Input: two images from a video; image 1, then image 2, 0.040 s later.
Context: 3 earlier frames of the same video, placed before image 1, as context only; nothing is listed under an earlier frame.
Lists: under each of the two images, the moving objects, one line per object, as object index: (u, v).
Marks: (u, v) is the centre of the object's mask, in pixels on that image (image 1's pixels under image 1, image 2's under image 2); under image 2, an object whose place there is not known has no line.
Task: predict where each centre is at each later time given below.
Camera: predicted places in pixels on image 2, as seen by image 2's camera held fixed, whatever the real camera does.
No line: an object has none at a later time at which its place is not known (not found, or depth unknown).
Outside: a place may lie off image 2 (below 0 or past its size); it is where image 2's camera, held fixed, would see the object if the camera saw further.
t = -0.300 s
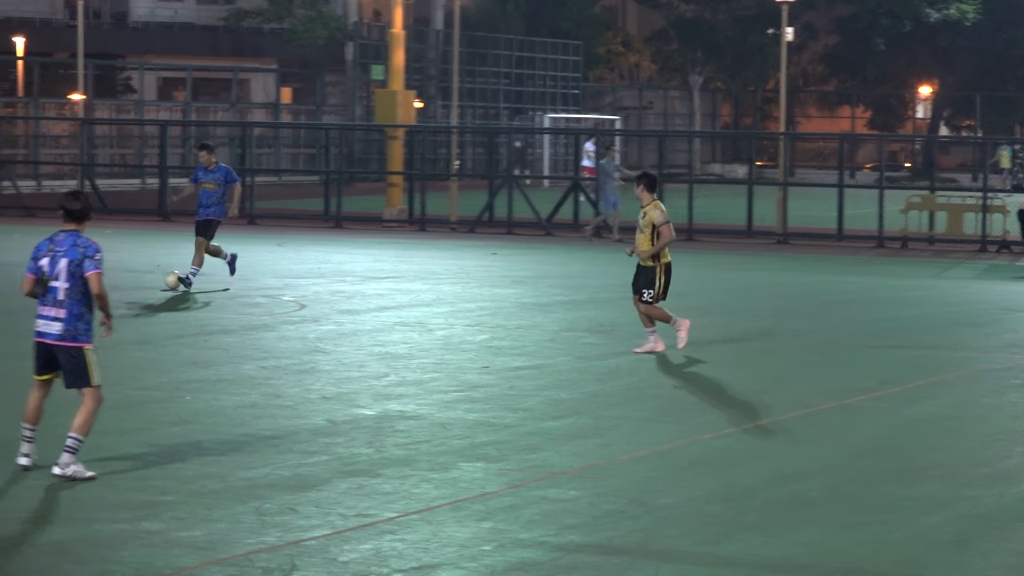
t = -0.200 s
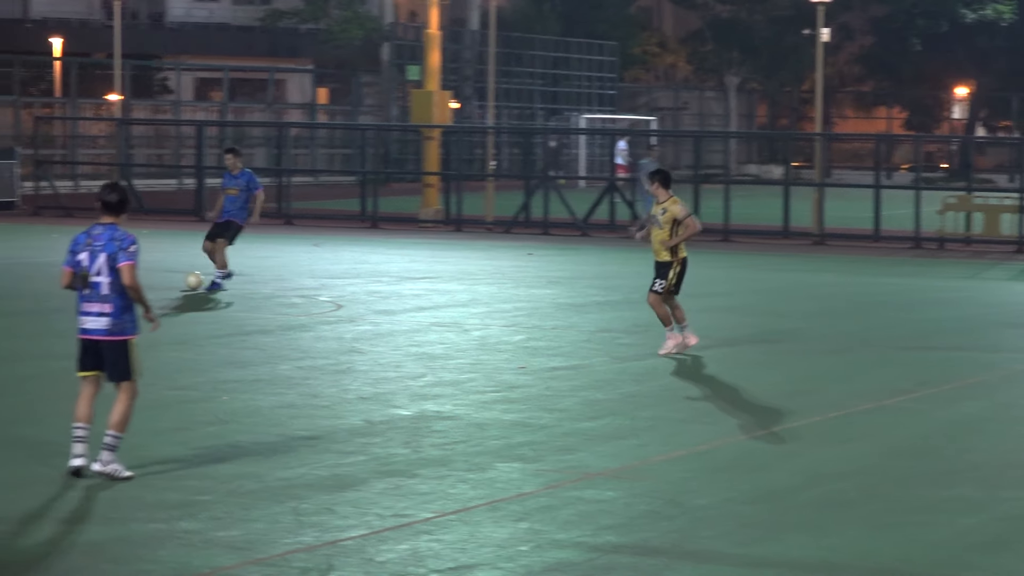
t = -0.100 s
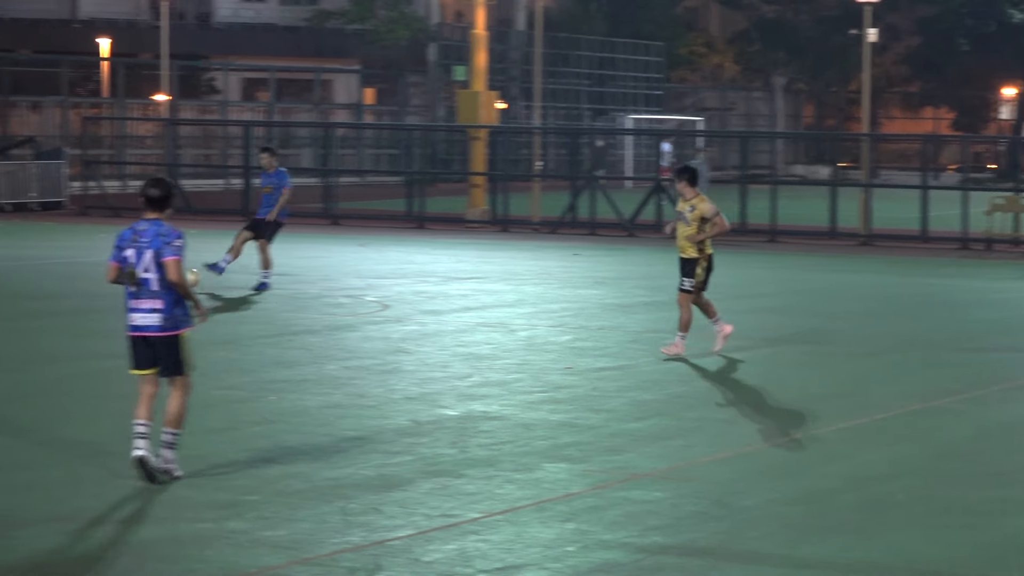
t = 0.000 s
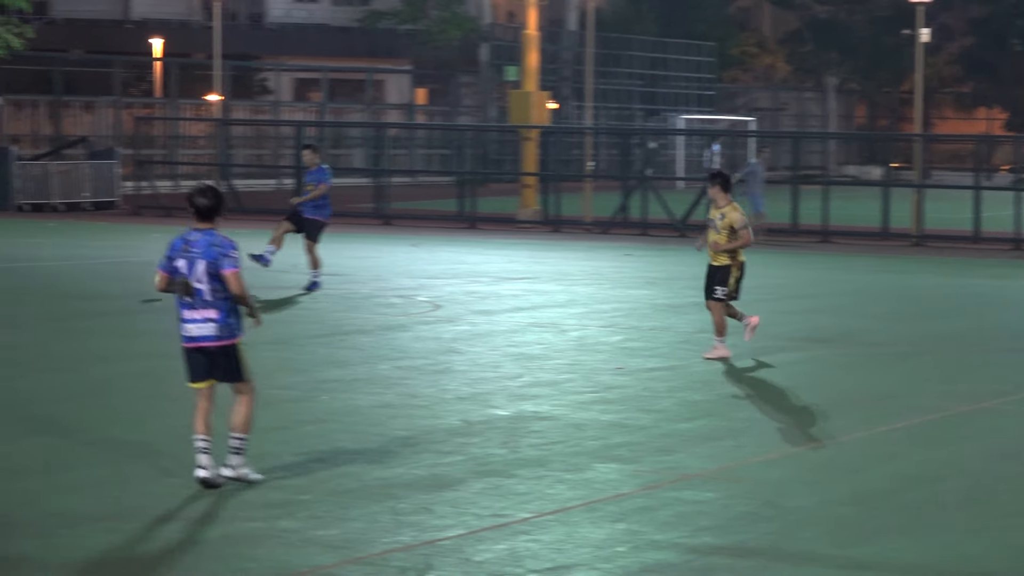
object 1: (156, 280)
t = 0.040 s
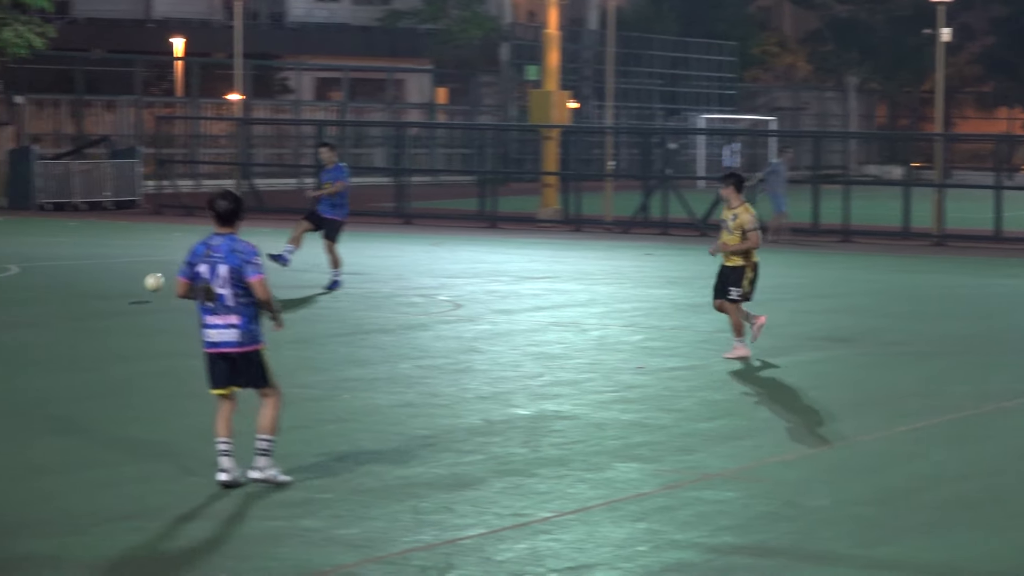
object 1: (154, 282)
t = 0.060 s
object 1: (140, 284)
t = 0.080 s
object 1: (125, 288)
